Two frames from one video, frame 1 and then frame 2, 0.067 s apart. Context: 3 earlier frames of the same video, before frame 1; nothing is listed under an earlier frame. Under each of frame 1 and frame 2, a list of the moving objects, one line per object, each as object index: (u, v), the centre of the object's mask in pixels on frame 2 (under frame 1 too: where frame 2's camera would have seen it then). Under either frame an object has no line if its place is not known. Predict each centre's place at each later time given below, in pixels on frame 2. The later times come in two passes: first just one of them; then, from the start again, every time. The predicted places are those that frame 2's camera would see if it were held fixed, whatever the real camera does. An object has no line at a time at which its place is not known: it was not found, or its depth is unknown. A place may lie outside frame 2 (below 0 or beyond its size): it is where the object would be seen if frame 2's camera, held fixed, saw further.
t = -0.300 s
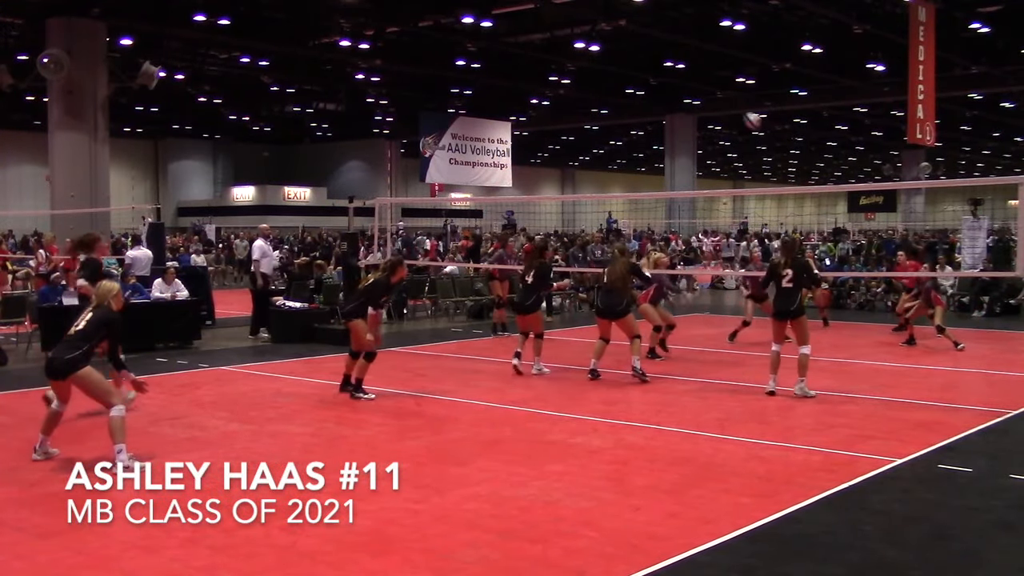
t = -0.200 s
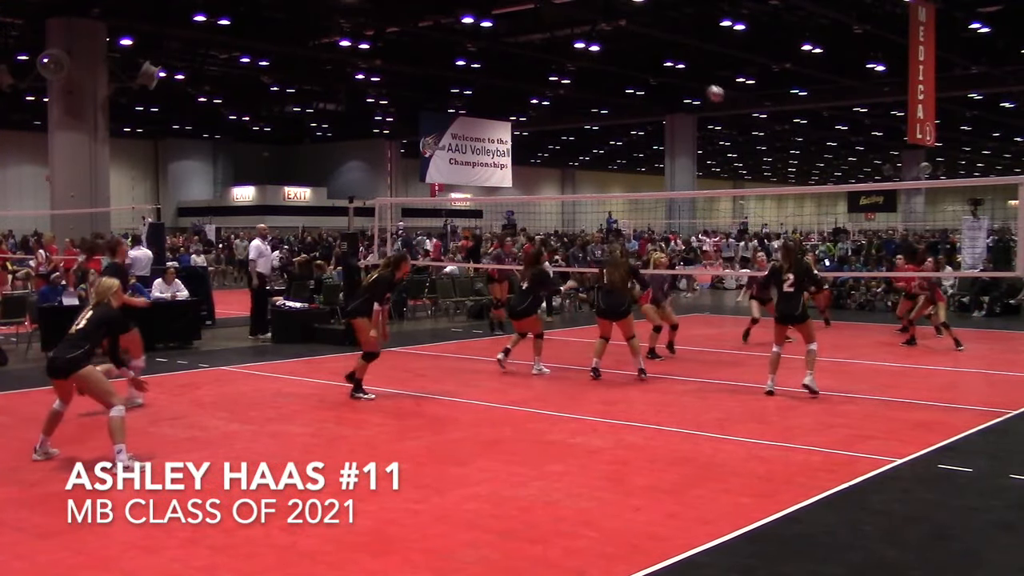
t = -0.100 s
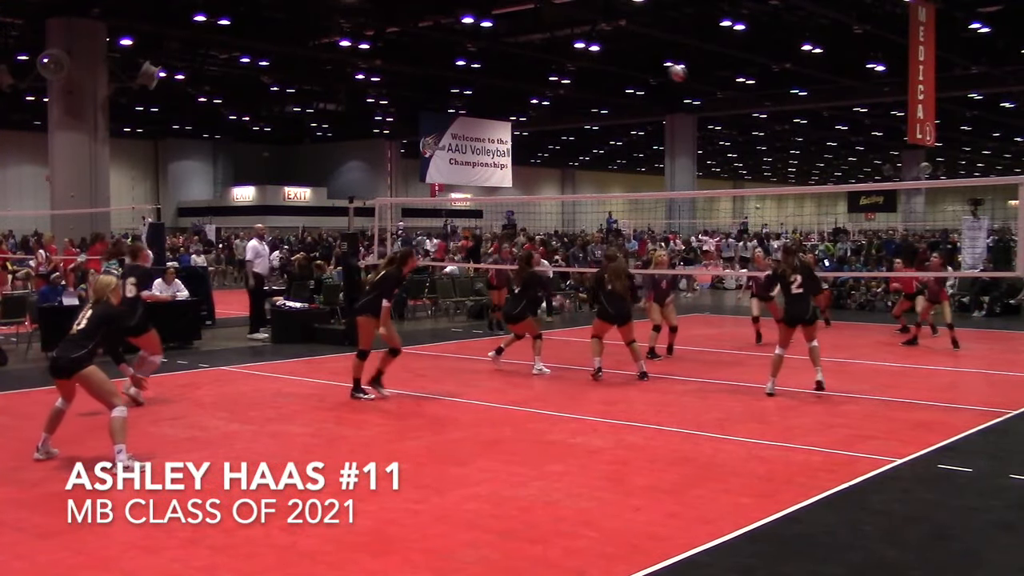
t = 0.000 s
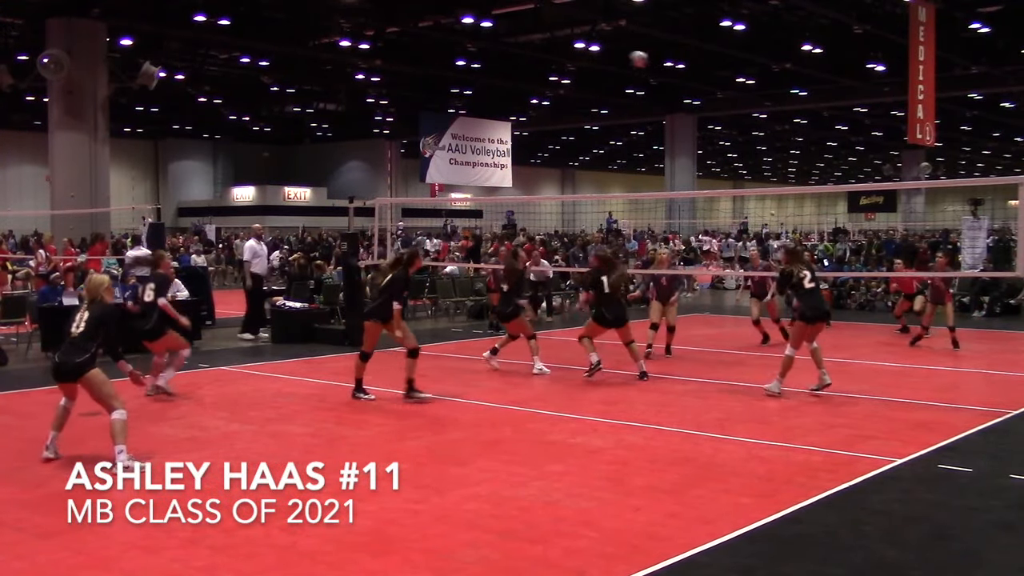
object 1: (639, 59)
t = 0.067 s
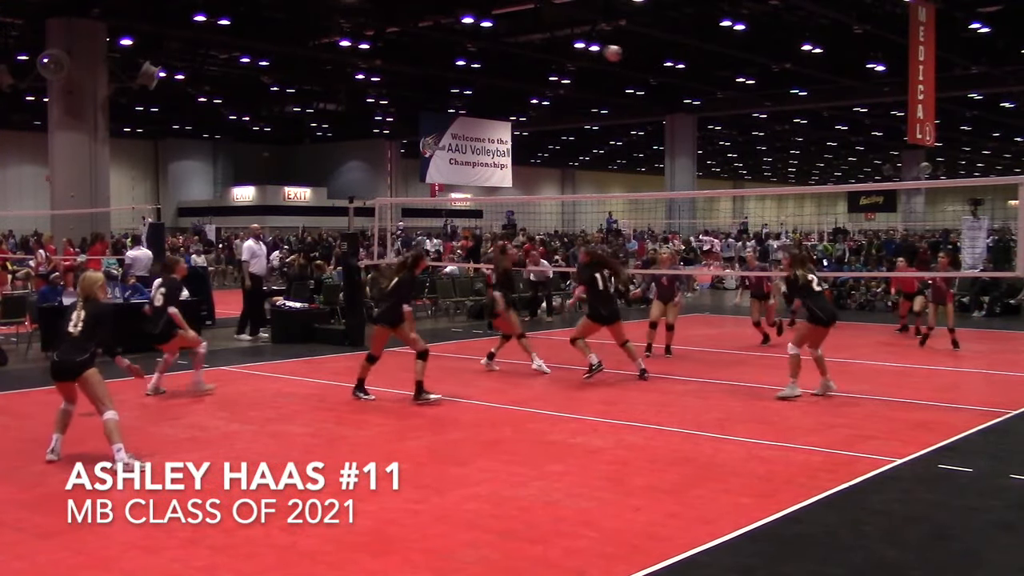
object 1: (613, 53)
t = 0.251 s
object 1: (539, 55)
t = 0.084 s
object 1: (607, 53)
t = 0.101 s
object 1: (600, 52)
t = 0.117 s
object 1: (592, 51)
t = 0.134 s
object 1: (585, 51)
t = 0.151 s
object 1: (579, 51)
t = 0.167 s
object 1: (572, 51)
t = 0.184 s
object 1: (566, 52)
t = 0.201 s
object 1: (559, 52)
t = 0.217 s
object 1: (553, 53)
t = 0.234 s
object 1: (546, 54)
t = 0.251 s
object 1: (539, 55)
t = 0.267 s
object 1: (532, 57)
